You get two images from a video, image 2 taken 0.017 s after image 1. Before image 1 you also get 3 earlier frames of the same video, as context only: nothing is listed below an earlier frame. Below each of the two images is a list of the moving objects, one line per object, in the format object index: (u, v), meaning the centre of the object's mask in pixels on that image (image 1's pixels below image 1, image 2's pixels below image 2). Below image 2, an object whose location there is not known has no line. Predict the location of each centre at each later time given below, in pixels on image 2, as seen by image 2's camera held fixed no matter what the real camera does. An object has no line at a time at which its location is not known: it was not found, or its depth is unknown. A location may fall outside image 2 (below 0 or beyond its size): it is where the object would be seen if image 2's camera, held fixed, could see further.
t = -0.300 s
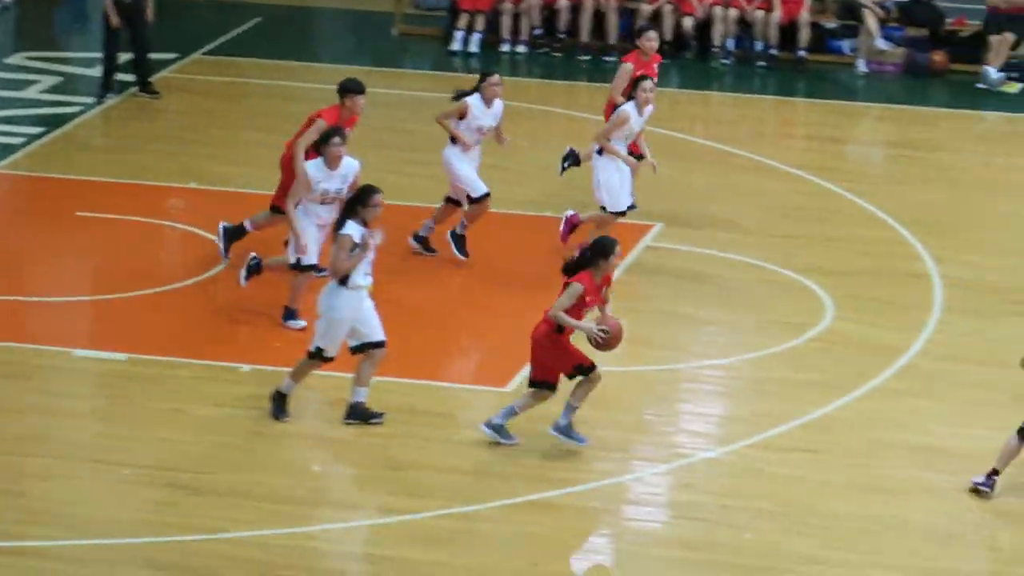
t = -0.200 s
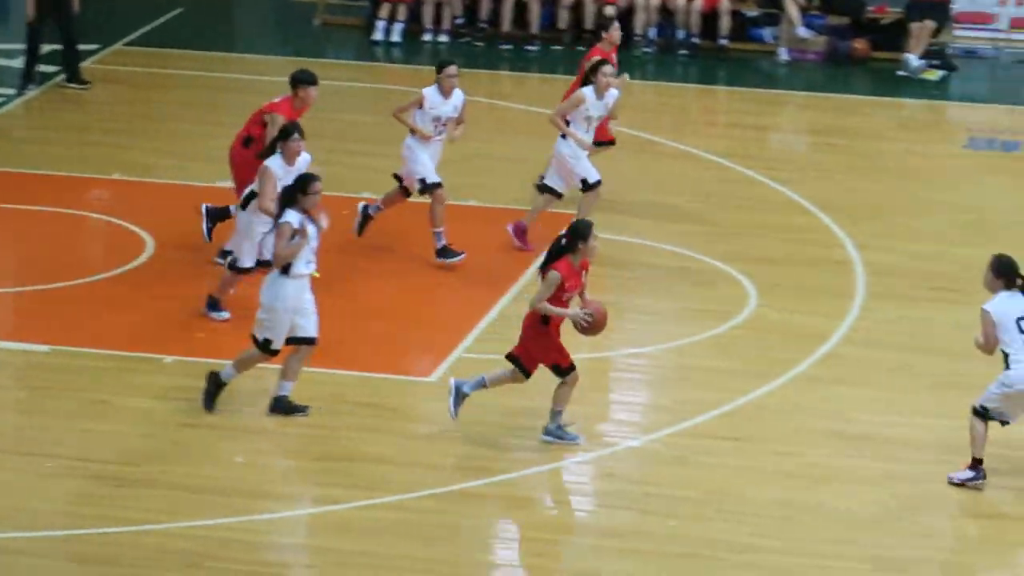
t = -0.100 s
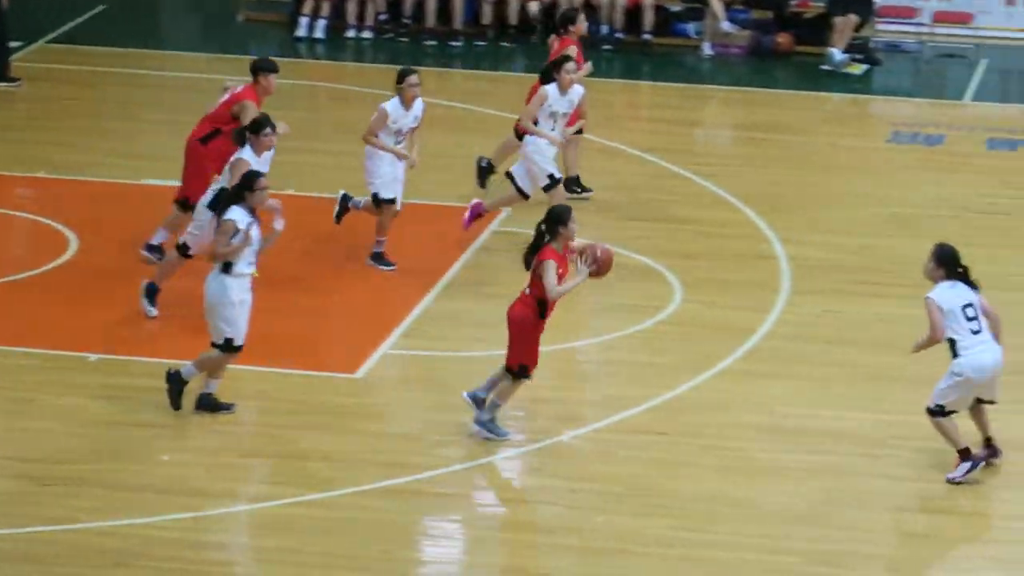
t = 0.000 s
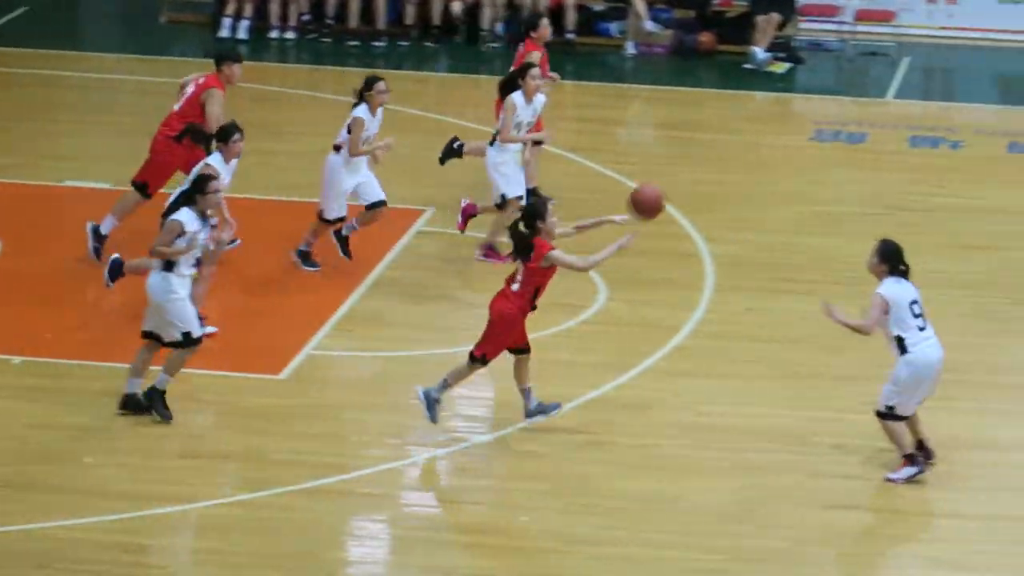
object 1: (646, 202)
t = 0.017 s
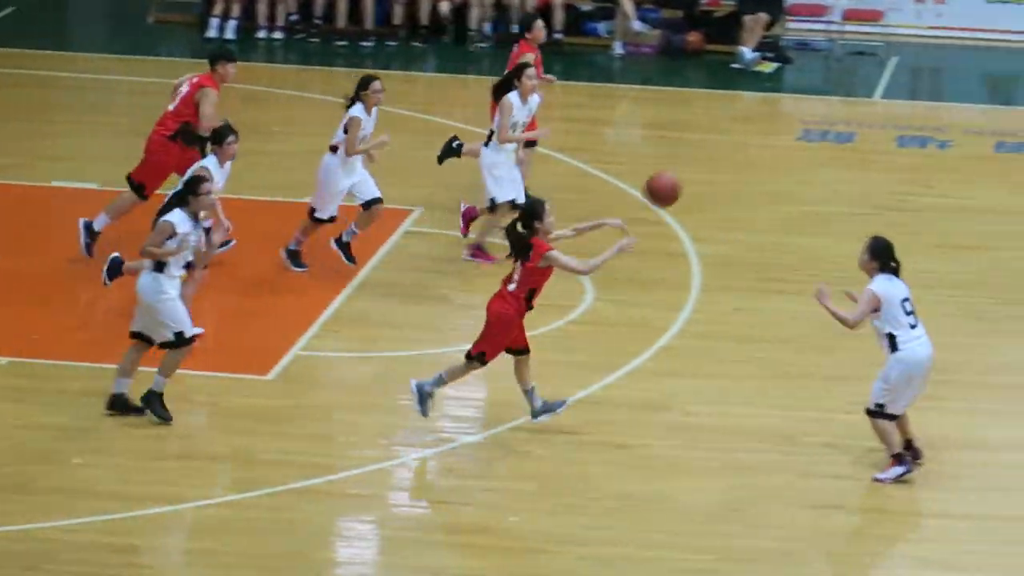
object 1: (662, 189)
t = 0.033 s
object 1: (690, 178)
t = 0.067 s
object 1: (746, 156)
